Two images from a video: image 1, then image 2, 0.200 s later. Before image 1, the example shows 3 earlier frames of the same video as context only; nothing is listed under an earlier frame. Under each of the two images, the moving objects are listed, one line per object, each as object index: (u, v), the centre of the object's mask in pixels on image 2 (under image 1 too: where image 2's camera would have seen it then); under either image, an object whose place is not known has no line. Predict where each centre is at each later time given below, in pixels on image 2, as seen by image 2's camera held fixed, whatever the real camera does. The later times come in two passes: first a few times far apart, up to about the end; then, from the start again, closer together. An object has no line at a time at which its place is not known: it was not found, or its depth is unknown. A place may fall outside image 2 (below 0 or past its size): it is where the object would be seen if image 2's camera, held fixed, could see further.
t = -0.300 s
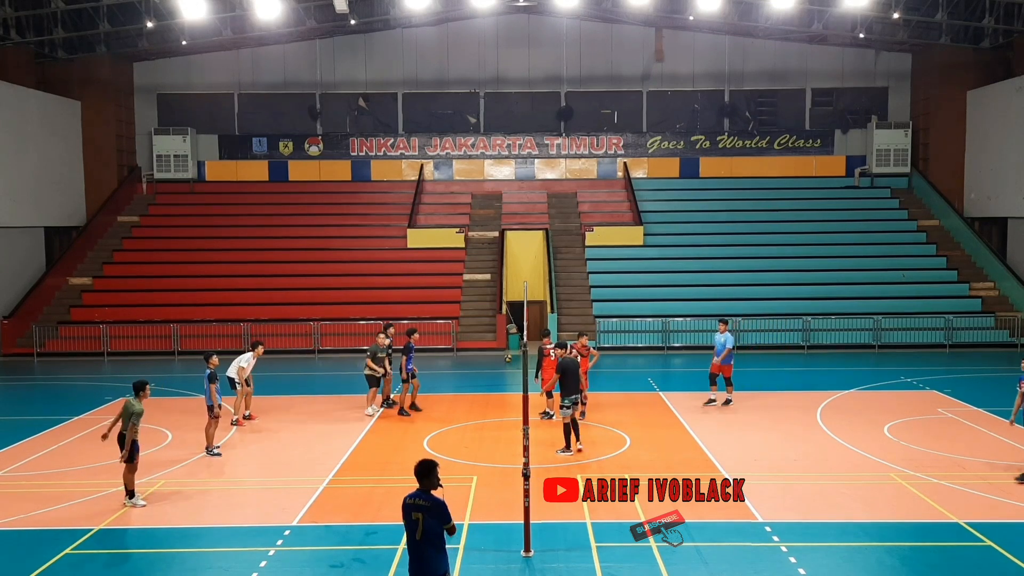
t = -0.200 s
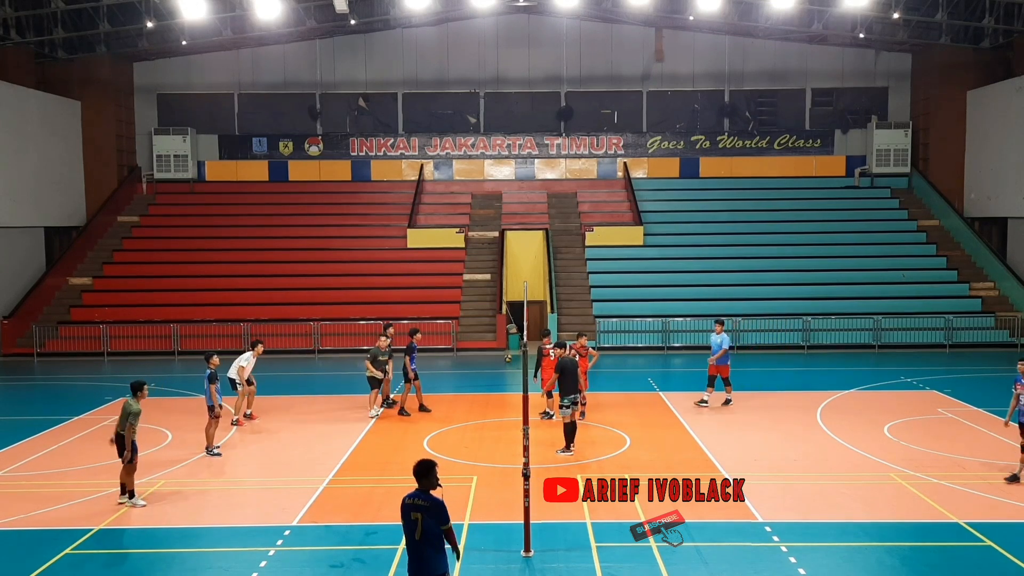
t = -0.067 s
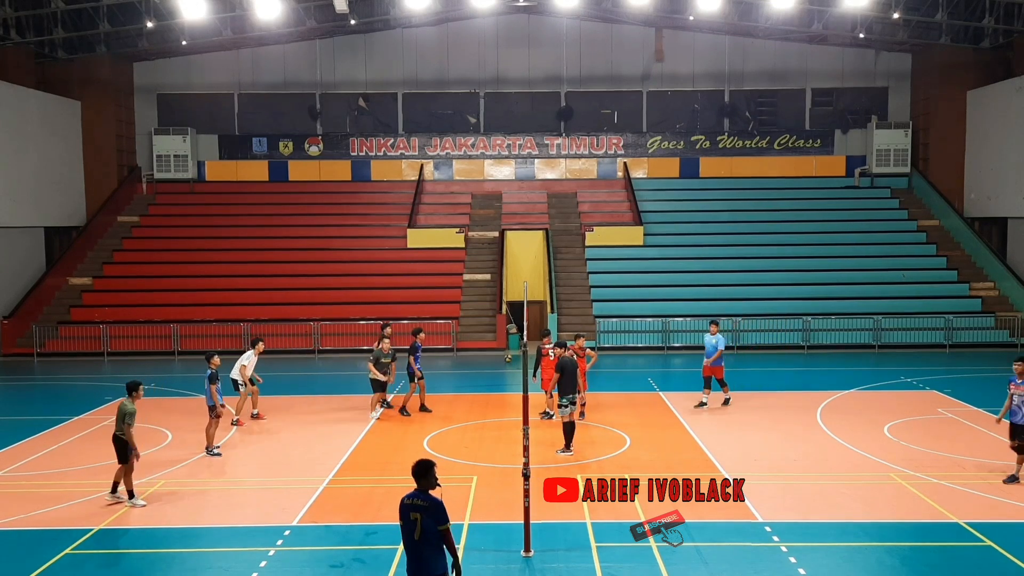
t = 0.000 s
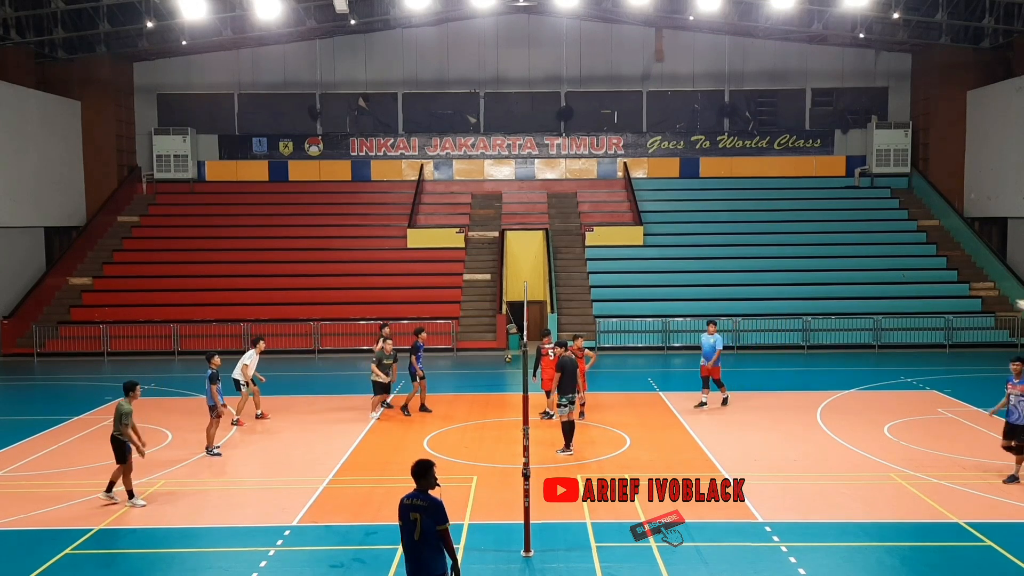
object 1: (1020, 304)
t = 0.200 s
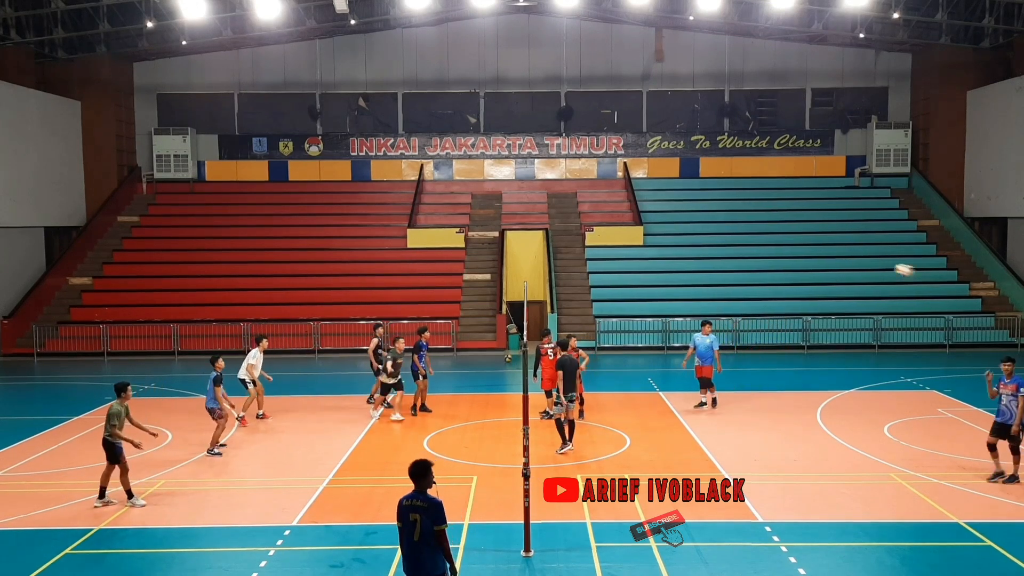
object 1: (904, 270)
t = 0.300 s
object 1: (844, 260)
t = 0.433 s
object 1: (759, 256)
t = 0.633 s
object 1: (633, 269)
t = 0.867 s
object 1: (492, 308)
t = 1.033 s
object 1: (403, 339)
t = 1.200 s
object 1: (316, 388)
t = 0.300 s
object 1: (844, 260)
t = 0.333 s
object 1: (823, 258)
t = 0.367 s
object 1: (802, 257)
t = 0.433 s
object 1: (759, 256)
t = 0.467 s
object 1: (738, 256)
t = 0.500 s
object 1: (716, 258)
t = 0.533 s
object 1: (695, 259)
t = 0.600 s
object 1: (654, 266)
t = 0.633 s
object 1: (633, 269)
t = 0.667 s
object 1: (612, 274)
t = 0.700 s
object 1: (590, 280)
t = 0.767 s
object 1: (548, 292)
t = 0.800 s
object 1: (526, 299)
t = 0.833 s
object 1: (508, 304)
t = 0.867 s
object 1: (492, 308)
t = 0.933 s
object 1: (457, 317)
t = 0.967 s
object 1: (440, 324)
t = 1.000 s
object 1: (422, 331)
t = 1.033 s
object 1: (403, 339)
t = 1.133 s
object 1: (351, 367)
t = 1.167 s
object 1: (333, 378)
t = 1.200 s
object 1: (316, 388)
